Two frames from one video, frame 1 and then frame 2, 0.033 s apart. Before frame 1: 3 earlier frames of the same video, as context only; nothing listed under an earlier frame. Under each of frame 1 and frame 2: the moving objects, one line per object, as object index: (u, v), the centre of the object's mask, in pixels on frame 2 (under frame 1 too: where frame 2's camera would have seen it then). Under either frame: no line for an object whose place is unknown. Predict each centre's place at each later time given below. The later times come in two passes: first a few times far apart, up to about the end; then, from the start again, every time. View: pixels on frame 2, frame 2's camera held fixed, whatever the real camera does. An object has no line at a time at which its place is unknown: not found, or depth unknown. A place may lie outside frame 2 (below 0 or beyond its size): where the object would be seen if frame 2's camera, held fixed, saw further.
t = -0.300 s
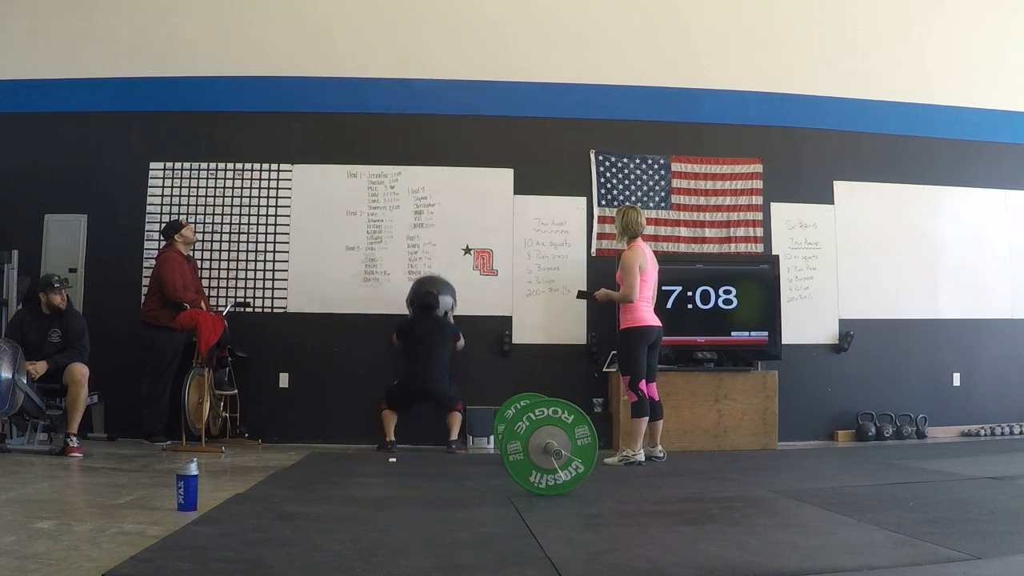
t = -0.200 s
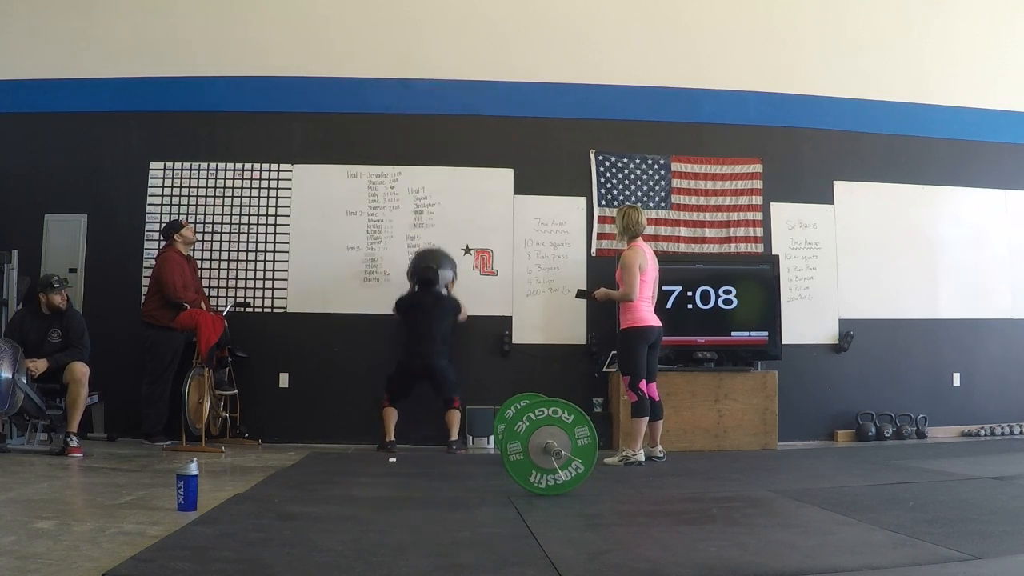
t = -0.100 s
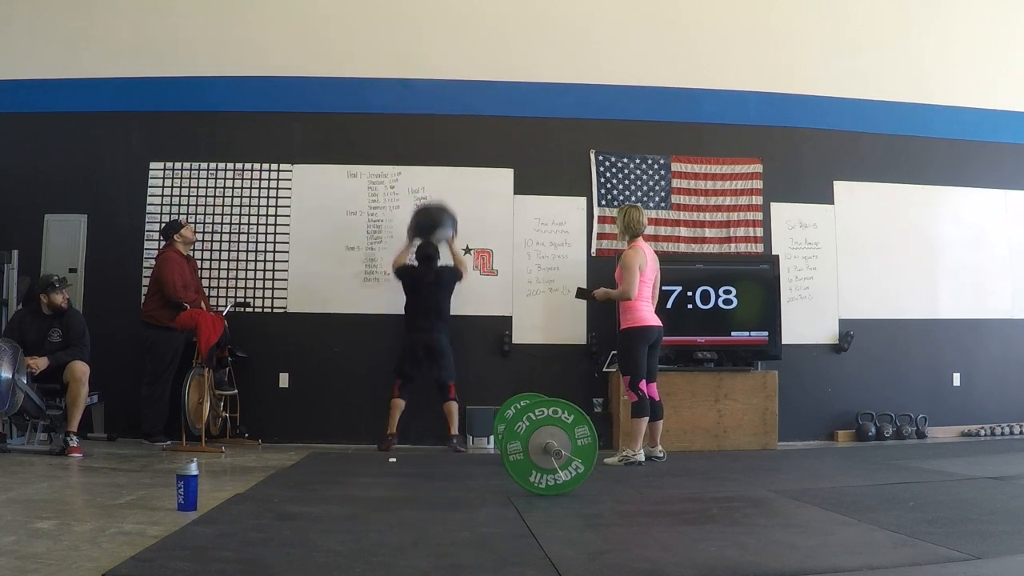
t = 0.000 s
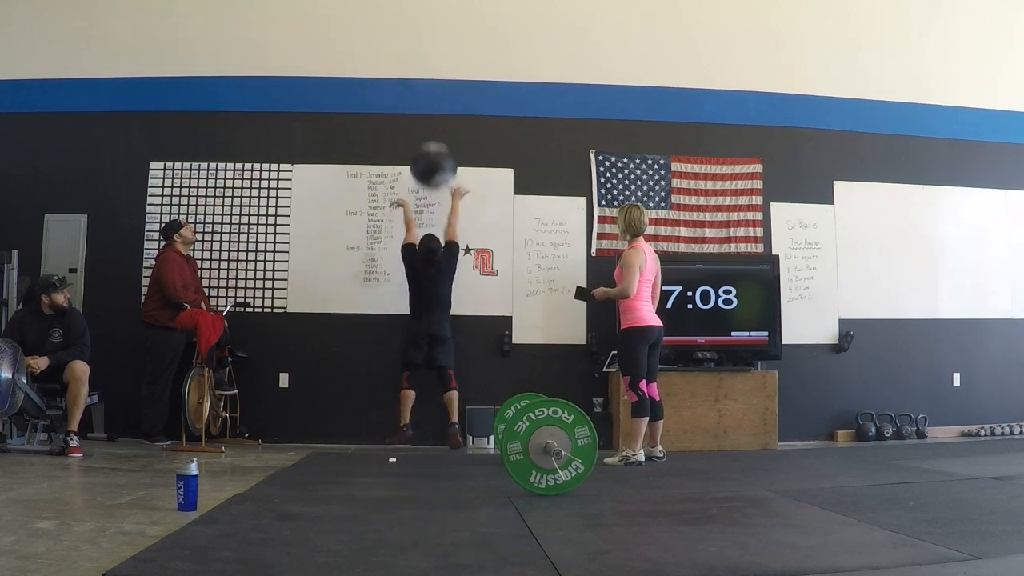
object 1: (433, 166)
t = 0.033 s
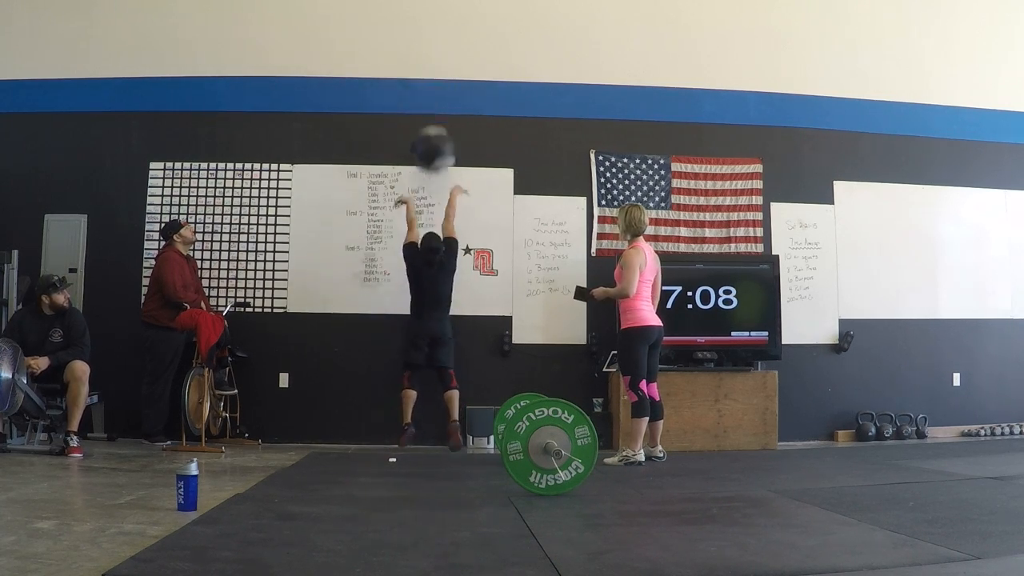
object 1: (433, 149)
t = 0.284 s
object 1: (431, 71)
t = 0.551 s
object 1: (428, 65)
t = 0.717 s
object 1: (425, 96)
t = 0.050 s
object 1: (433, 143)
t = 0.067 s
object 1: (433, 137)
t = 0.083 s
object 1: (433, 130)
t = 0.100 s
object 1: (432, 123)
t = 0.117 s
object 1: (432, 117)
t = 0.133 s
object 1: (432, 110)
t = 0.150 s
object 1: (432, 105)
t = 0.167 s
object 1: (432, 100)
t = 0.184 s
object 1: (432, 94)
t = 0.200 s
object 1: (432, 90)
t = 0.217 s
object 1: (432, 85)
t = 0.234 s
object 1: (432, 81)
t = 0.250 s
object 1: (432, 78)
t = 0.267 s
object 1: (432, 75)
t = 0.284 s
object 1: (431, 71)
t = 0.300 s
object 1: (431, 69)
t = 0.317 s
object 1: (431, 67)
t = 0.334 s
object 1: (431, 65)
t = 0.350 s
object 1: (430, 63)
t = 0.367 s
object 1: (430, 62)
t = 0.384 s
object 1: (430, 61)
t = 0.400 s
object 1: (430, 60)
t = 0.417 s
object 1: (429, 60)
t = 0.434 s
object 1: (429, 60)
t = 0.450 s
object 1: (429, 60)
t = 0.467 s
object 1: (429, 61)
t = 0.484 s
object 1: (428, 61)
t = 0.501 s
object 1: (428, 62)
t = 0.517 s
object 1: (428, 63)
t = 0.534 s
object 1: (428, 64)
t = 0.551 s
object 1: (428, 65)
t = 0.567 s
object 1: (427, 67)
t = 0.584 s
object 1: (427, 69)
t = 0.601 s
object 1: (427, 71)
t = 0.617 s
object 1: (427, 73)
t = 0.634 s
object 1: (427, 76)
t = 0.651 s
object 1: (426, 79)
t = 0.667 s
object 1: (426, 83)
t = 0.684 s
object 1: (426, 87)
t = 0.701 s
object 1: (425, 92)
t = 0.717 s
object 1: (425, 96)
